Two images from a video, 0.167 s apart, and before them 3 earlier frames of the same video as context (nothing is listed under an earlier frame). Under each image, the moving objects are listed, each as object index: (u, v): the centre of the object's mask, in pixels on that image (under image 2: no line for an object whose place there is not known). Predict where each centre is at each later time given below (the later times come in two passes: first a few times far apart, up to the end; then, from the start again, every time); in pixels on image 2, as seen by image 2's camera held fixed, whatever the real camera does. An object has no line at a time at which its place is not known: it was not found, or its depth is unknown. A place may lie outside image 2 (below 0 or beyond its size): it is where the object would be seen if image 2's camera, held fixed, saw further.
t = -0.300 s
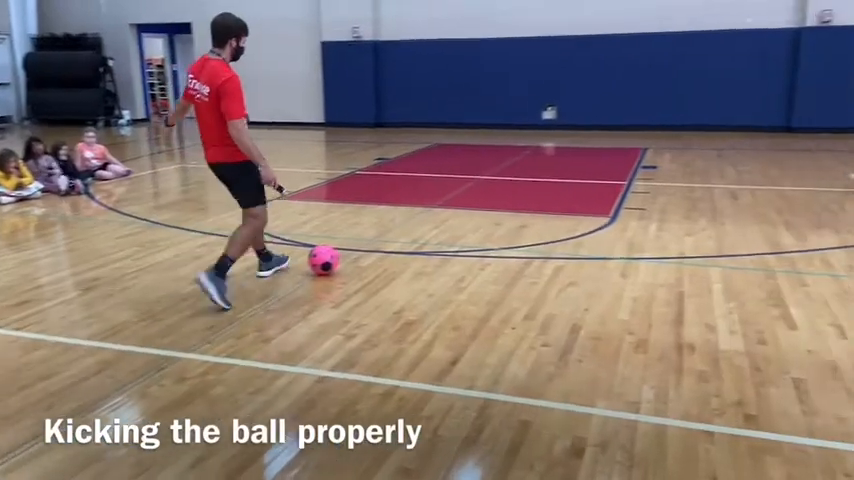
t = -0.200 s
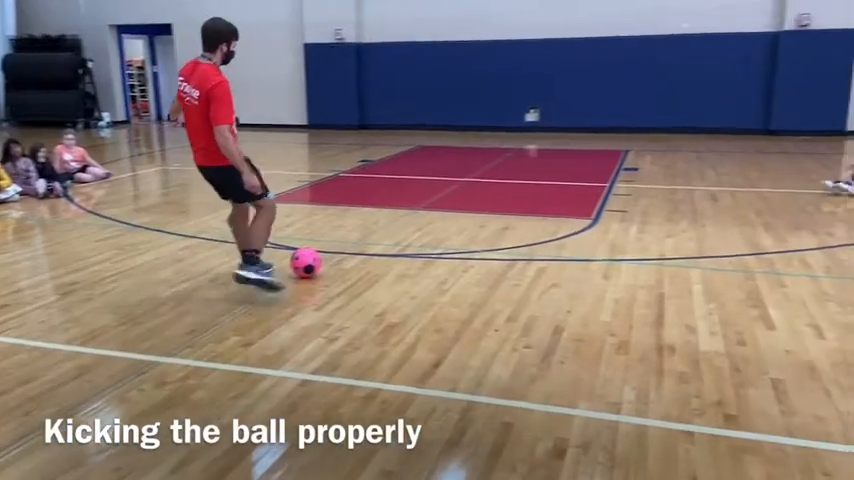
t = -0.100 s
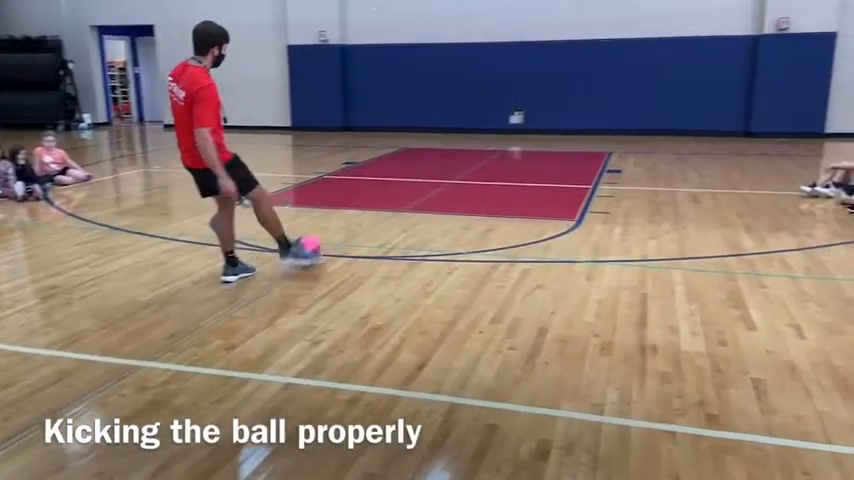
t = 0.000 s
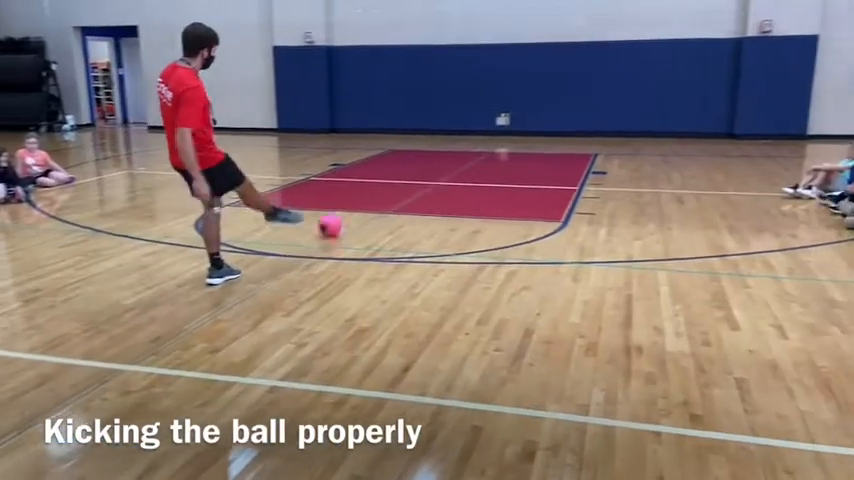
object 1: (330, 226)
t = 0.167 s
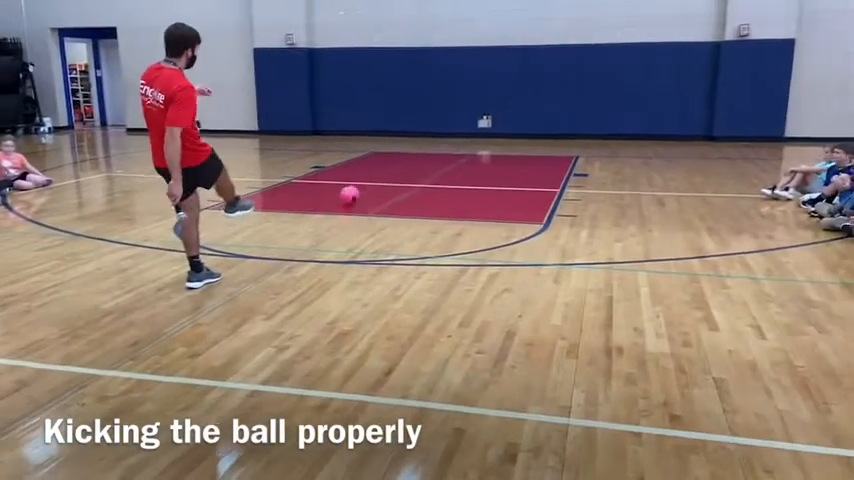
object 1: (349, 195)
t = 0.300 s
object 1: (370, 180)
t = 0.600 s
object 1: (398, 157)
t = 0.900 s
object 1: (415, 145)
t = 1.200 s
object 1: (428, 138)
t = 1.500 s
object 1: (433, 135)
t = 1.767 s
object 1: (429, 137)
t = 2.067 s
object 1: (428, 138)
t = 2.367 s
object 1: (427, 140)
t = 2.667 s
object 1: (425, 142)
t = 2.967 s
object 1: (424, 144)
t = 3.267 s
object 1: (423, 145)
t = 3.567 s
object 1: (422, 147)
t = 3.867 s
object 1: (421, 148)
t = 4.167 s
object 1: (422, 151)
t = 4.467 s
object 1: (422, 153)
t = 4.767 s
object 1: (423, 155)
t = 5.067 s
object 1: (424, 157)
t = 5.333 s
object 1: (425, 159)
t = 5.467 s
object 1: (427, 159)
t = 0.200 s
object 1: (355, 191)
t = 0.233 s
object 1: (361, 188)
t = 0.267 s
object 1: (365, 183)
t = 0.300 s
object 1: (370, 180)
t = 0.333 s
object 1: (373, 177)
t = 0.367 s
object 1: (377, 174)
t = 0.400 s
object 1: (380, 171)
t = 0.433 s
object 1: (385, 168)
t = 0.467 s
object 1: (387, 166)
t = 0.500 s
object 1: (390, 163)
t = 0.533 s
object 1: (393, 161)
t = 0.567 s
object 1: (395, 160)
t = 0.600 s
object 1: (398, 157)
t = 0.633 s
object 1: (401, 157)
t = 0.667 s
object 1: (403, 154)
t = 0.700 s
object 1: (404, 153)
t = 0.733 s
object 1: (406, 152)
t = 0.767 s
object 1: (408, 150)
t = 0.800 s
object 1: (410, 149)
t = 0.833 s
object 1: (411, 148)
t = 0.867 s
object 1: (413, 147)
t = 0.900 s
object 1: (415, 145)
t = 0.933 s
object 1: (417, 144)
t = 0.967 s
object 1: (418, 144)
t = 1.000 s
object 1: (419, 142)
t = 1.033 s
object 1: (421, 142)
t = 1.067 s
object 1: (422, 141)
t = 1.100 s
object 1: (424, 140)
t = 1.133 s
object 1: (425, 139)
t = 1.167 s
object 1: (426, 139)
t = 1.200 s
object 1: (428, 138)
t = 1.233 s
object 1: (428, 137)
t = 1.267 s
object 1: (430, 136)
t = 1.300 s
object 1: (431, 135)
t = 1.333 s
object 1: (433, 134)
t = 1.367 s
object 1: (433, 134)
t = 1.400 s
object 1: (434, 134)
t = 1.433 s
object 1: (433, 134)
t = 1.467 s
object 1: (433, 135)
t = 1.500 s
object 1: (433, 135)
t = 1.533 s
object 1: (432, 135)
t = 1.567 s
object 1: (432, 135)
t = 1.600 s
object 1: (431, 136)
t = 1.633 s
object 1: (431, 136)
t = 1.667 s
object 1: (430, 136)
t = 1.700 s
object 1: (430, 136)
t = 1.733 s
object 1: (430, 136)
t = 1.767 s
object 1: (429, 137)
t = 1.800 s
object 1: (429, 137)
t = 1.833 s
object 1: (429, 137)
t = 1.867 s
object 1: (429, 138)
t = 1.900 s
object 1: (429, 138)
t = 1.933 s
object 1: (428, 138)
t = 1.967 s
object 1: (428, 138)
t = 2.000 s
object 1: (428, 138)
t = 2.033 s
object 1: (428, 138)
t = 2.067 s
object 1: (428, 138)
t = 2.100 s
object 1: (428, 138)
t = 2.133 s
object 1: (427, 139)
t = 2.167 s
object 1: (427, 139)
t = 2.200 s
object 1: (428, 139)
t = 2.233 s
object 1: (427, 139)
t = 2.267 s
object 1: (427, 139)
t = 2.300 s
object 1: (427, 139)
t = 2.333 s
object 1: (427, 140)
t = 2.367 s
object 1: (427, 140)
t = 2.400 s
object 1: (426, 140)
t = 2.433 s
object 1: (426, 140)
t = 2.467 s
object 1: (426, 140)
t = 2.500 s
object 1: (426, 141)
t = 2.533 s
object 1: (426, 141)
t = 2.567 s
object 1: (426, 141)
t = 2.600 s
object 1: (425, 141)
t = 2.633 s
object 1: (425, 142)
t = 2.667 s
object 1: (425, 142)
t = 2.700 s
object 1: (425, 142)
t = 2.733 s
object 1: (425, 142)
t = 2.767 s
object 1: (425, 142)
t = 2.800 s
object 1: (424, 143)
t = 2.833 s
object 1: (424, 142)
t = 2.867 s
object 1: (424, 143)
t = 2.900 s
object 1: (424, 143)
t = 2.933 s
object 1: (424, 144)
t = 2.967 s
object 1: (424, 144)
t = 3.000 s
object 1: (424, 144)
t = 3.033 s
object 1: (423, 144)
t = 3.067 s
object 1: (423, 144)
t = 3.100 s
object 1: (423, 144)
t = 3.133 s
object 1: (423, 144)
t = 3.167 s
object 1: (423, 145)
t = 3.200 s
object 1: (423, 145)
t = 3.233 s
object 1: (423, 145)
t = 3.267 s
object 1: (423, 145)
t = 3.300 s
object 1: (423, 145)
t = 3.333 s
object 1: (422, 146)
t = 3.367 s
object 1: (423, 146)
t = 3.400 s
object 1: (422, 146)
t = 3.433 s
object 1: (422, 146)
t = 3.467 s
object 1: (422, 146)
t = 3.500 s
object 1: (422, 146)
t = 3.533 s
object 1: (422, 147)
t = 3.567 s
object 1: (422, 147)
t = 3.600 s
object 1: (422, 148)
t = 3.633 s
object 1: (422, 148)
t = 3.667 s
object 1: (422, 148)
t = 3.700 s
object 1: (422, 148)
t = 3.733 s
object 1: (422, 148)
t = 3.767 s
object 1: (422, 149)
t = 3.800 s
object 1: (422, 148)
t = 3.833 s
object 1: (422, 149)
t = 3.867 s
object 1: (421, 148)
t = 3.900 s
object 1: (422, 149)
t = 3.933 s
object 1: (422, 149)
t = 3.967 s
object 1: (422, 150)
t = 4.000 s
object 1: (422, 150)
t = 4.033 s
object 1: (422, 150)
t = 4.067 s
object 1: (422, 150)
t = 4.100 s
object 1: (422, 150)
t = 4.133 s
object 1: (422, 150)
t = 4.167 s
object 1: (422, 151)
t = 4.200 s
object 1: (422, 151)
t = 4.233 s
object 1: (422, 151)
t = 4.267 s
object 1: (422, 151)
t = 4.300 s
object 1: (422, 151)
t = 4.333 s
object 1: (422, 152)
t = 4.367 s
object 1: (422, 153)
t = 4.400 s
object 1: (422, 153)
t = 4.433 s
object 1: (422, 153)
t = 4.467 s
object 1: (422, 153)
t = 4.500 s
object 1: (423, 153)
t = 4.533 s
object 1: (422, 153)
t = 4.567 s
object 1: (423, 154)
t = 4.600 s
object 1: (423, 154)
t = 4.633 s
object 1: (423, 154)
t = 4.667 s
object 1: (423, 154)
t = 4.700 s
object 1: (423, 155)
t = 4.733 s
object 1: (423, 155)
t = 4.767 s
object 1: (423, 155)
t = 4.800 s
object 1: (423, 155)
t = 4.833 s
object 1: (423, 155)
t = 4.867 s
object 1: (423, 155)
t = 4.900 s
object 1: (424, 156)
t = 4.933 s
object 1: (424, 156)
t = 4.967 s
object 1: (424, 157)
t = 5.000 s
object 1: (424, 157)
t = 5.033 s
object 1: (424, 157)
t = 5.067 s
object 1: (424, 157)
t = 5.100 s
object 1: (424, 157)
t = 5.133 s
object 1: (425, 157)
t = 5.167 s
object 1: (425, 157)
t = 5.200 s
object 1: (425, 158)
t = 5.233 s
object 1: (425, 158)
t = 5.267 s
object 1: (425, 158)
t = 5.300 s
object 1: (425, 159)
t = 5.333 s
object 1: (425, 159)
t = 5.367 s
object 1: (426, 159)
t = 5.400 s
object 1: (426, 159)
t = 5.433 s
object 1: (426, 159)
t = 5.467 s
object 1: (427, 159)
